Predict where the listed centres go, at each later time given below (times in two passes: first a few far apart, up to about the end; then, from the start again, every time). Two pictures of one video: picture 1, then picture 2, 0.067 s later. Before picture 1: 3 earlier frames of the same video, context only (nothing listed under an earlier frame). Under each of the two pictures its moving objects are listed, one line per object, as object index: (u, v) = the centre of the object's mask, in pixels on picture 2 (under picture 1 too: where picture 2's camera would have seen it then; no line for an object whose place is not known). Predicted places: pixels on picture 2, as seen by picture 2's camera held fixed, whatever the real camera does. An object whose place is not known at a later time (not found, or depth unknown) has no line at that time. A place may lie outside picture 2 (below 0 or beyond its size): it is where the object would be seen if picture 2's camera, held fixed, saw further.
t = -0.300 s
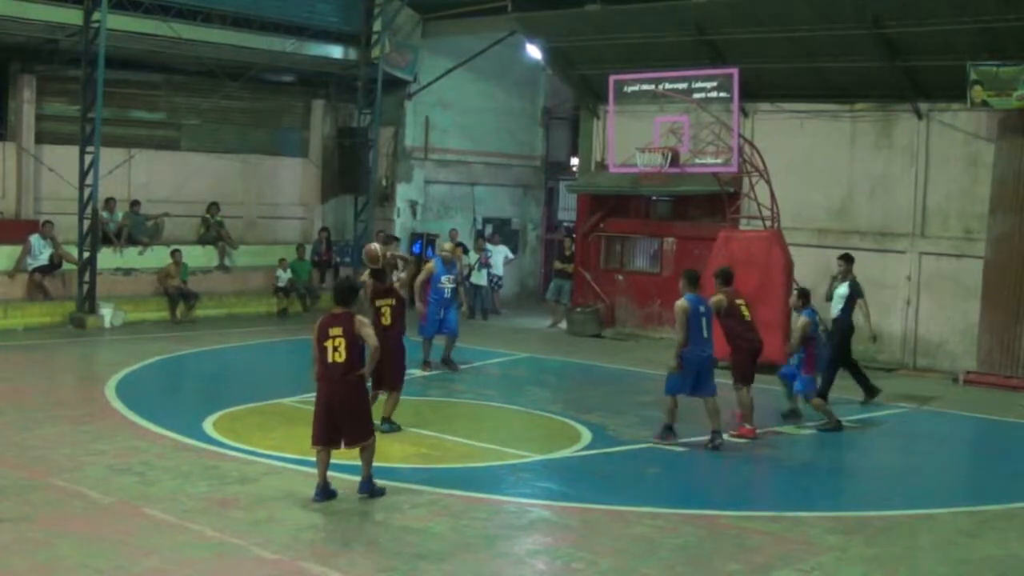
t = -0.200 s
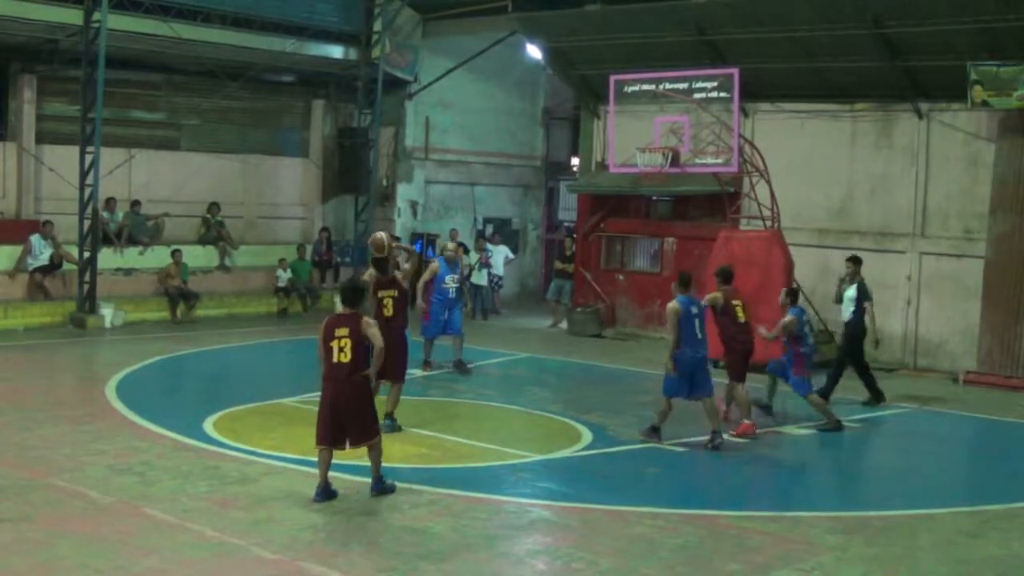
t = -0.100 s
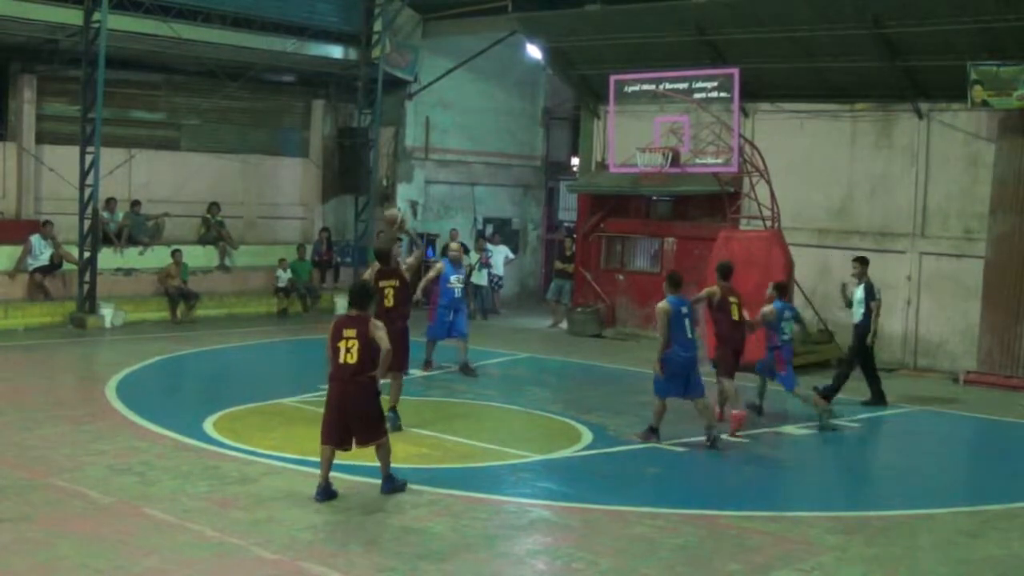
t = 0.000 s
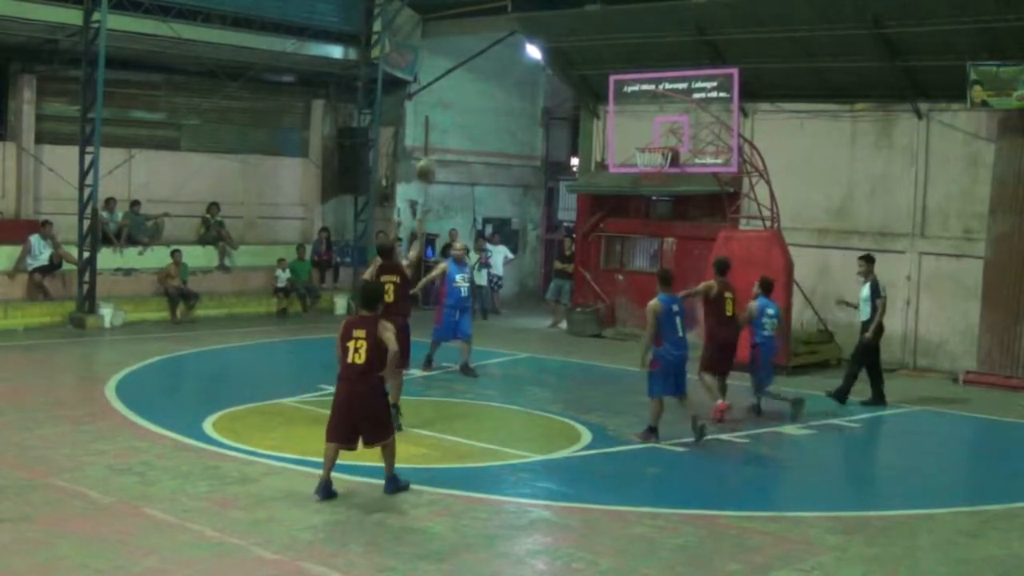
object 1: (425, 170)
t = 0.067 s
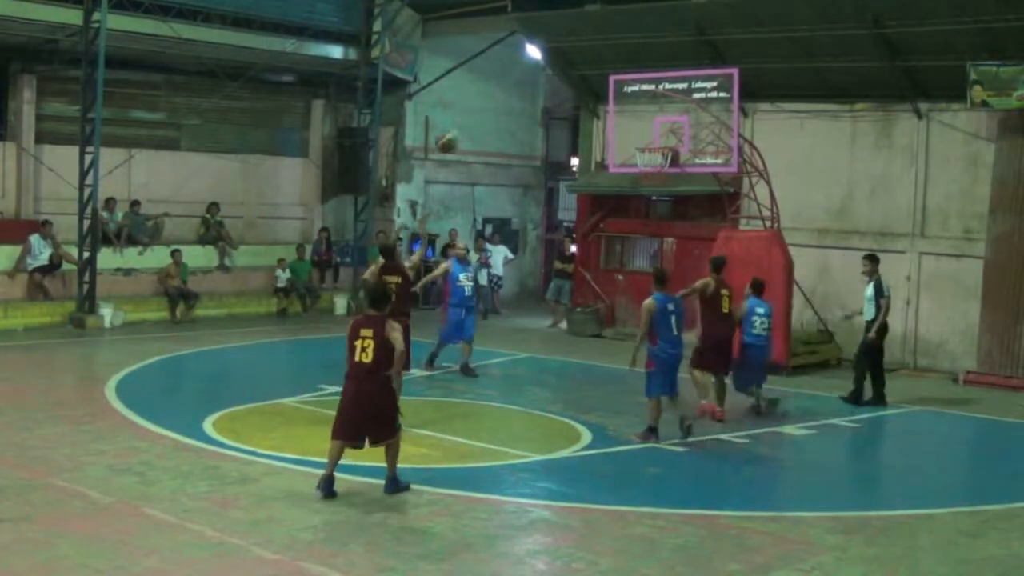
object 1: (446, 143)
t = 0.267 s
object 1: (503, 85)
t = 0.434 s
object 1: (548, 68)
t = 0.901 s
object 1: (645, 145)
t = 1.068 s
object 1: (666, 163)
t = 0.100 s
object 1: (456, 131)
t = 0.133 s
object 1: (466, 118)
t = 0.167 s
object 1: (476, 108)
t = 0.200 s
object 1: (485, 101)
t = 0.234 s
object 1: (495, 92)
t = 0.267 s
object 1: (503, 85)
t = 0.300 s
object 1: (514, 80)
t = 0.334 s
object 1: (522, 76)
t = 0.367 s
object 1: (530, 73)
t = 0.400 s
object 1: (540, 70)
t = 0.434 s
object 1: (548, 68)
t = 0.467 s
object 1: (557, 68)
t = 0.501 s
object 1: (565, 68)
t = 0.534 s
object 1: (573, 71)
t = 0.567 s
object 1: (579, 74)
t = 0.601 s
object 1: (587, 78)
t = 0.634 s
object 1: (594, 81)
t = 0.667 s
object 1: (600, 87)
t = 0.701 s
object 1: (607, 93)
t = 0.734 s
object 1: (615, 101)
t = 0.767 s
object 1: (622, 108)
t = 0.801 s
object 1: (629, 117)
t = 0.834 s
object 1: (636, 127)
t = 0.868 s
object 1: (642, 138)
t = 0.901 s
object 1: (645, 145)
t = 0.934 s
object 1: (651, 152)
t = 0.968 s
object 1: (655, 157)
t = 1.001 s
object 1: (660, 159)
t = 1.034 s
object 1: (665, 162)
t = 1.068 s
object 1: (666, 163)
